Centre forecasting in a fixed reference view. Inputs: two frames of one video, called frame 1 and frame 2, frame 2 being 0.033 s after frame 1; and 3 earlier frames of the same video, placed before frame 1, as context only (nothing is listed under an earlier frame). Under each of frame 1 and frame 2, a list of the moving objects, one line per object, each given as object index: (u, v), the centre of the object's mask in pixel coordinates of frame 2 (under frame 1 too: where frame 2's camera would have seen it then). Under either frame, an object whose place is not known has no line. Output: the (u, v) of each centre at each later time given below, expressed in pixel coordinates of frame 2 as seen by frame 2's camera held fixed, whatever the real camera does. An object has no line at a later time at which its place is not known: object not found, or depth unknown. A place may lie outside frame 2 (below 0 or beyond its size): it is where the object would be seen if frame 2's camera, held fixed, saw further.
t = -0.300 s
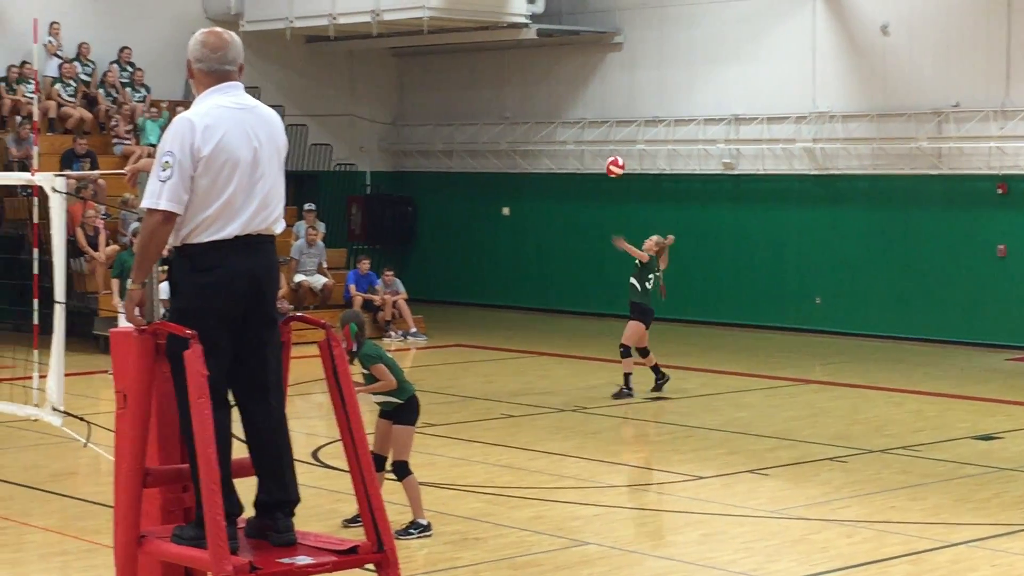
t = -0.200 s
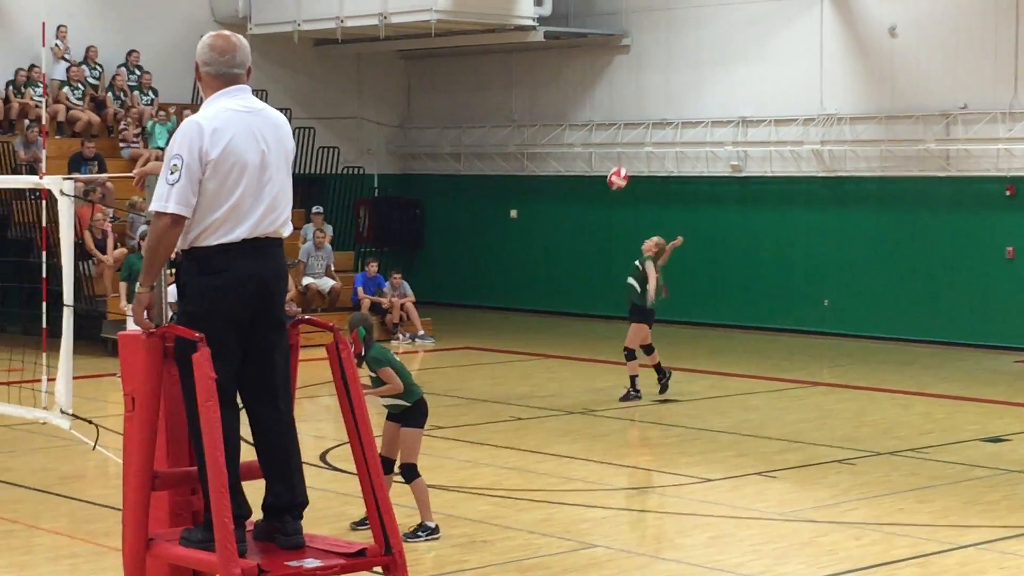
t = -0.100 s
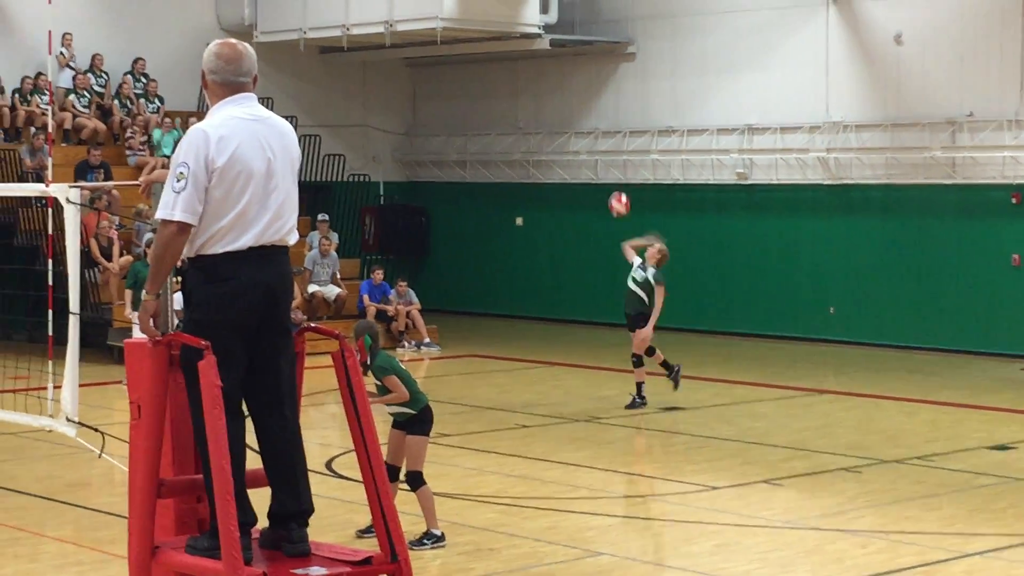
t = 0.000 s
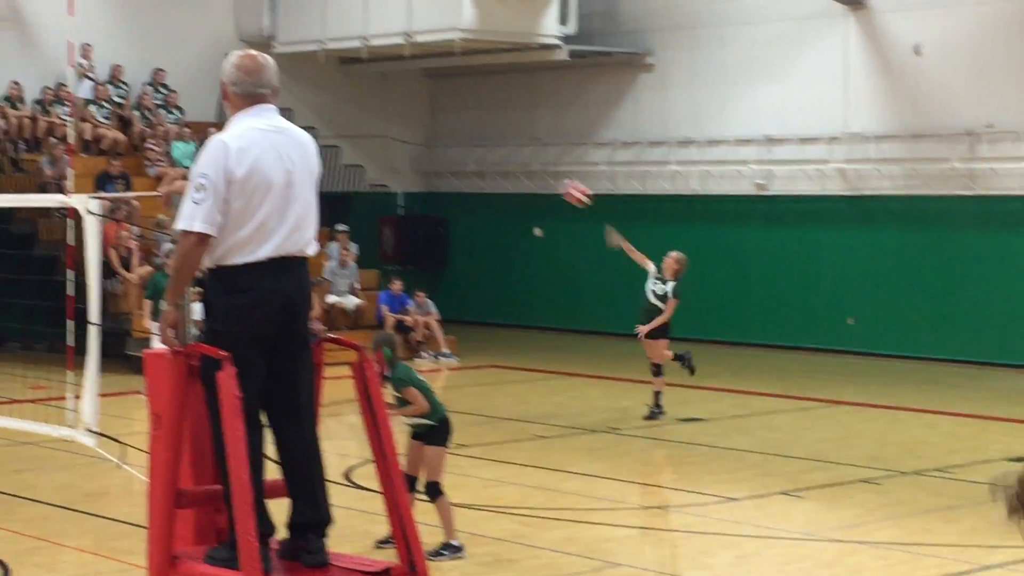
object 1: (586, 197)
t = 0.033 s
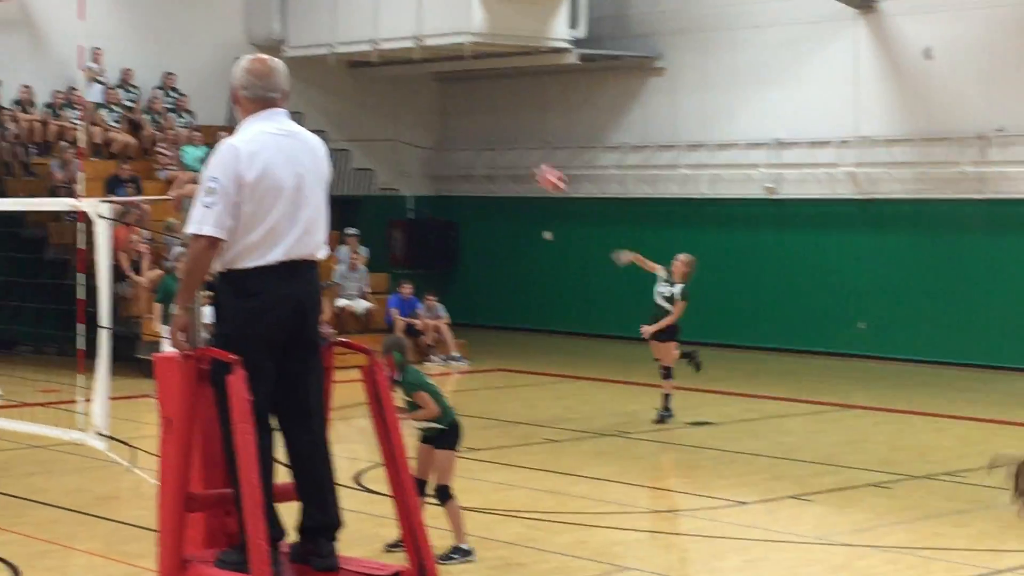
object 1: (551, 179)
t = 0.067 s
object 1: (514, 161)
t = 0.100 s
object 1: (476, 144)
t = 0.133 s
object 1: (437, 127)
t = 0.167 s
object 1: (400, 111)
